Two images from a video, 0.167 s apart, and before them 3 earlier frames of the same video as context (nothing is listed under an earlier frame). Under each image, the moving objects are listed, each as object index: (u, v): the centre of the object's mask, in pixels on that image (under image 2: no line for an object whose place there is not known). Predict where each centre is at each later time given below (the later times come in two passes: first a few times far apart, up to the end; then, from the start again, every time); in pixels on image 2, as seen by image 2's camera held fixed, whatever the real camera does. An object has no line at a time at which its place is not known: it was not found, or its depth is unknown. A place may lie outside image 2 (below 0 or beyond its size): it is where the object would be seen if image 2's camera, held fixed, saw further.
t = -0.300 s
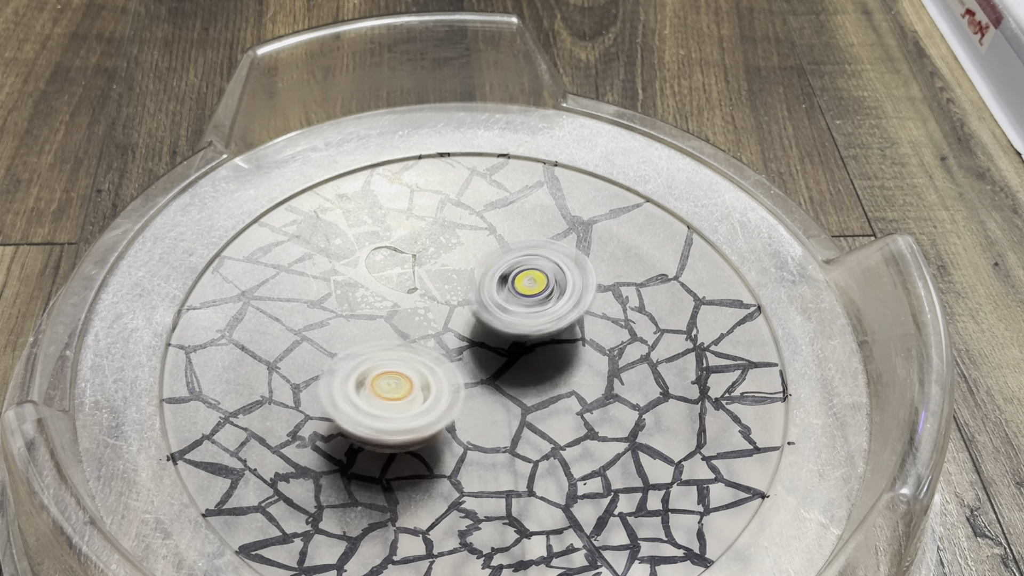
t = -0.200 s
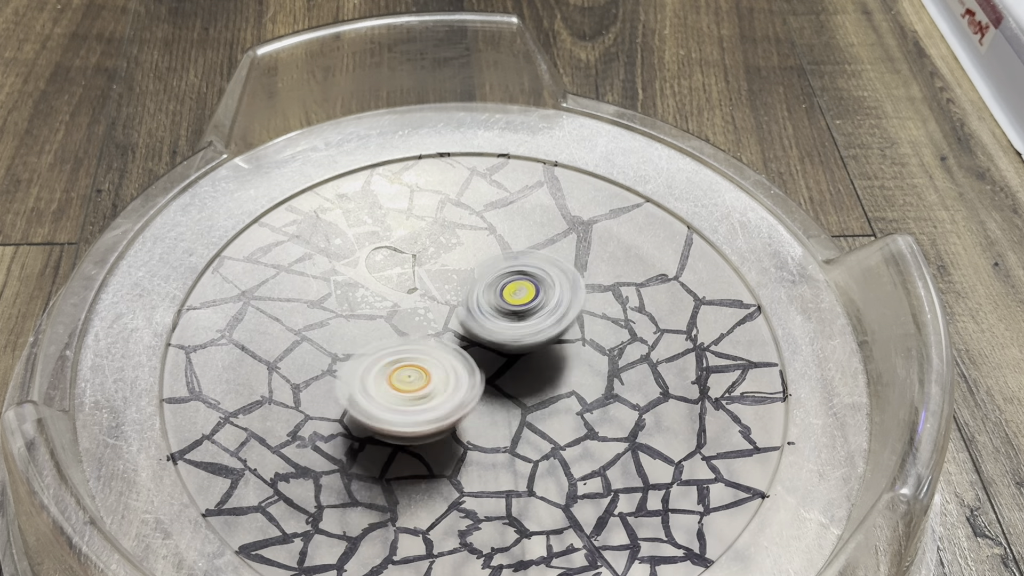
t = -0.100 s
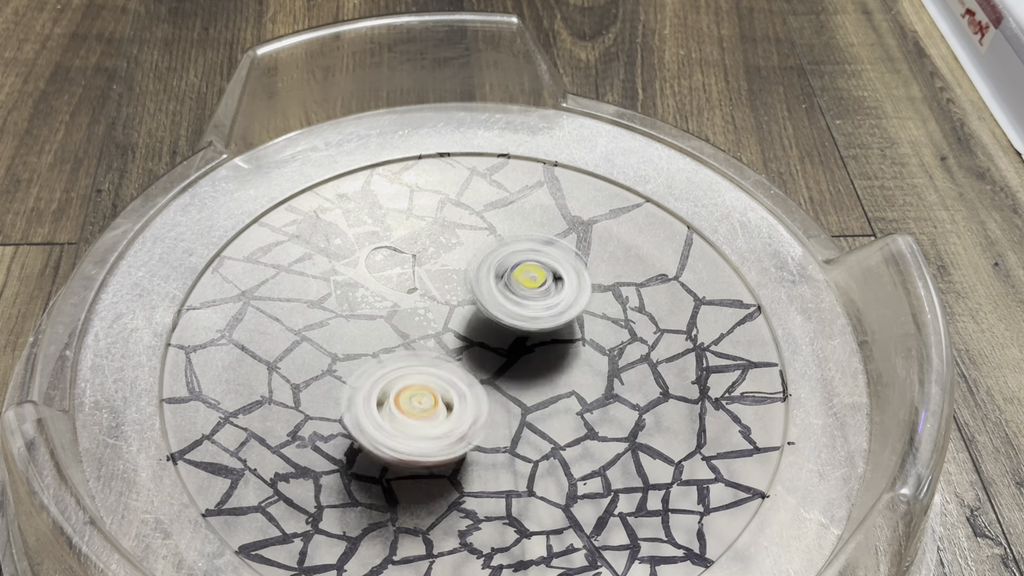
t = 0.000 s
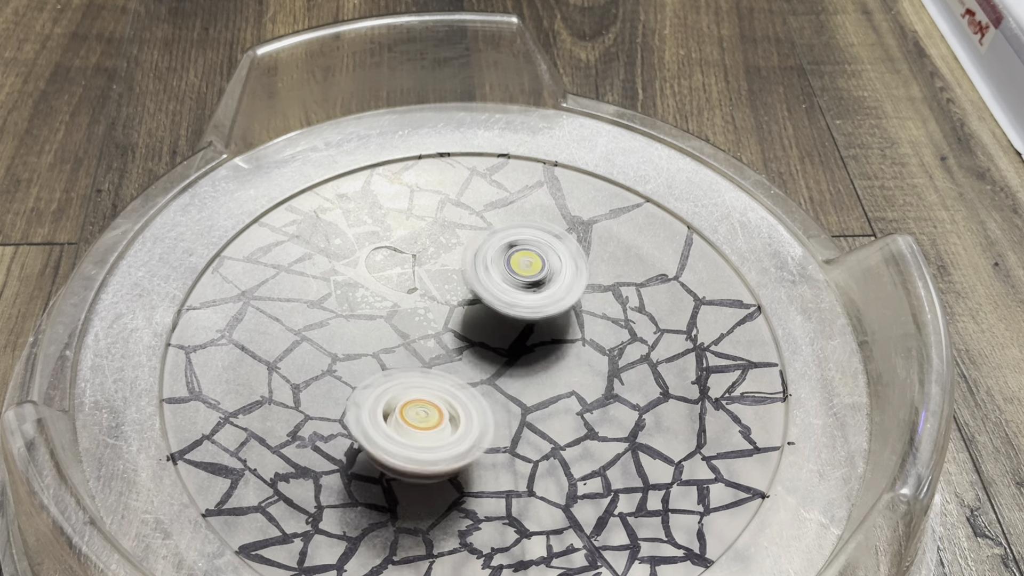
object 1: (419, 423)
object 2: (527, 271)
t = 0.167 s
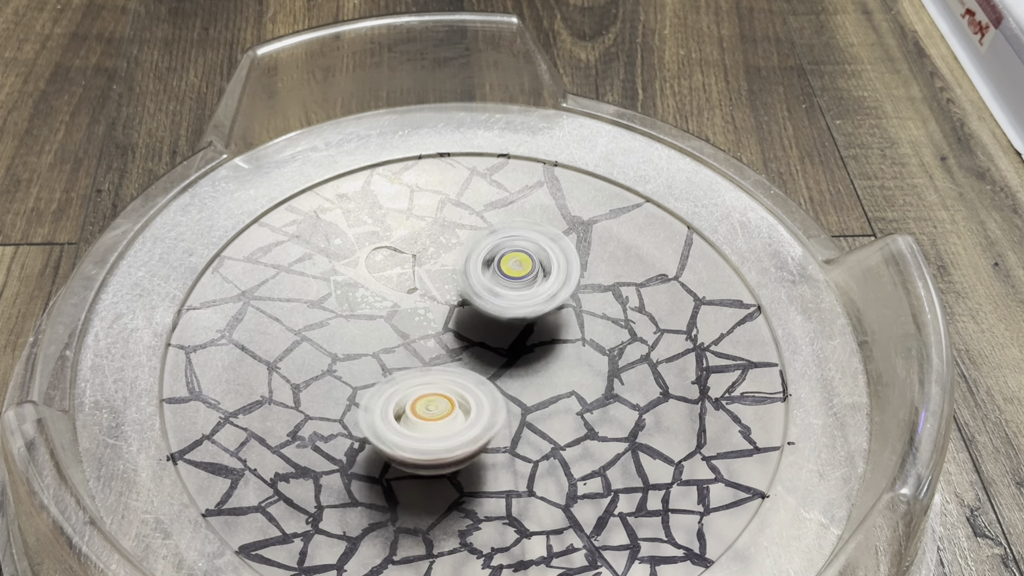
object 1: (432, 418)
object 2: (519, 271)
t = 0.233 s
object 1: (441, 412)
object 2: (514, 274)
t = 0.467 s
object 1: (449, 398)
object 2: (507, 284)
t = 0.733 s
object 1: (421, 402)
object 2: (515, 278)
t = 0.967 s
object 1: (402, 417)
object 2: (512, 278)
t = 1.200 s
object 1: (424, 413)
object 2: (492, 319)
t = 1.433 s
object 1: (437, 430)
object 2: (489, 307)
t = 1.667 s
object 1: (449, 410)
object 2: (486, 299)
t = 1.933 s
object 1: (436, 401)
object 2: (480, 289)
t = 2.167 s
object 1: (444, 414)
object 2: (478, 272)
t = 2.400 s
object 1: (446, 407)
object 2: (472, 300)
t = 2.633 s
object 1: (451, 431)
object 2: (480, 278)
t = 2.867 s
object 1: (428, 420)
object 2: (469, 288)
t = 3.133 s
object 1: (411, 433)
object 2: (506, 310)
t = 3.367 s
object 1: (405, 404)
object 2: (515, 334)
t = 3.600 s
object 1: (396, 390)
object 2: (503, 339)
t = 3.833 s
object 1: (395, 359)
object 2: (525, 342)
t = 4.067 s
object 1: (419, 374)
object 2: (541, 356)
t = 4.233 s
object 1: (421, 374)
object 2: (536, 379)
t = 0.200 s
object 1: (436, 416)
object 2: (517, 273)
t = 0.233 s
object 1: (441, 412)
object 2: (514, 274)
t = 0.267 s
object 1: (444, 408)
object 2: (513, 277)
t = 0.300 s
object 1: (448, 402)
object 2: (509, 279)
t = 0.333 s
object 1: (450, 398)
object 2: (506, 284)
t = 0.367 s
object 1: (453, 392)
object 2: (502, 289)
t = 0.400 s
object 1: (449, 397)
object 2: (508, 284)
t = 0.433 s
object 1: (447, 400)
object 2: (509, 283)
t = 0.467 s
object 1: (449, 398)
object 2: (507, 284)
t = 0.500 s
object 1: (445, 393)
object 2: (504, 285)
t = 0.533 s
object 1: (443, 391)
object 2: (503, 286)
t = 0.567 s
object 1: (440, 386)
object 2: (500, 288)
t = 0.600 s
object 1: (438, 385)
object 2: (499, 289)
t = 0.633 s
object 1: (439, 386)
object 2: (500, 288)
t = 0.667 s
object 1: (439, 385)
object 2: (500, 289)
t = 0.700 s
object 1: (427, 394)
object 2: (511, 286)
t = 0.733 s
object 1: (421, 402)
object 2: (515, 278)
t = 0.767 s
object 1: (417, 402)
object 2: (518, 277)
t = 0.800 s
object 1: (410, 405)
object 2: (518, 276)
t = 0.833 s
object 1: (407, 408)
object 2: (517, 279)
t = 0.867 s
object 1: (404, 411)
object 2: (513, 280)
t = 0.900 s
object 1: (402, 413)
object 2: (512, 277)
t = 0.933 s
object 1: (400, 415)
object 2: (513, 278)
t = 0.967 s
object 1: (402, 417)
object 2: (512, 278)
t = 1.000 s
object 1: (402, 419)
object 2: (511, 281)
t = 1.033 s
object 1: (406, 419)
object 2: (510, 287)
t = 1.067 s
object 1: (408, 420)
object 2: (508, 293)
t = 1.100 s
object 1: (413, 419)
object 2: (505, 299)
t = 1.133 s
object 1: (415, 418)
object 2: (502, 306)
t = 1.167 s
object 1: (422, 416)
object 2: (497, 313)
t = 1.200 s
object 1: (424, 413)
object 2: (492, 319)
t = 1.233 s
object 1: (426, 426)
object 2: (497, 313)
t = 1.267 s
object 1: (427, 435)
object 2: (502, 304)
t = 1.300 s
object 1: (432, 437)
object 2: (502, 304)
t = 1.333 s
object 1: (433, 434)
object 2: (500, 308)
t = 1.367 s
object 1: (433, 434)
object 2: (494, 309)
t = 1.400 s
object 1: (437, 432)
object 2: (490, 308)
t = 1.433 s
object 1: (437, 430)
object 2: (489, 307)
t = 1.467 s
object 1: (440, 427)
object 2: (489, 308)
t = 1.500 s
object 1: (443, 422)
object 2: (488, 309)
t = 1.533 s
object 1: (441, 419)
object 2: (487, 311)
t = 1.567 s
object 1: (444, 413)
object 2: (485, 308)
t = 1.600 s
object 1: (442, 412)
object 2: (485, 307)
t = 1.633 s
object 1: (449, 414)
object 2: (486, 300)
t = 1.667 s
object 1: (449, 410)
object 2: (486, 299)
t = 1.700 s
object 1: (447, 408)
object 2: (484, 298)
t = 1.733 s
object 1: (446, 403)
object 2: (484, 298)
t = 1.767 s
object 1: (442, 404)
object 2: (485, 297)
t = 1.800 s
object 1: (446, 404)
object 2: (484, 295)
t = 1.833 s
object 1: (443, 396)
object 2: (483, 295)
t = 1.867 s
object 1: (439, 395)
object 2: (482, 295)
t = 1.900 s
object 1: (439, 393)
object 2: (481, 295)
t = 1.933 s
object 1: (436, 401)
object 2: (480, 289)
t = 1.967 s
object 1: (442, 414)
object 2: (484, 275)
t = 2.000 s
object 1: (449, 414)
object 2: (484, 272)
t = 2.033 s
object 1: (444, 409)
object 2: (484, 271)
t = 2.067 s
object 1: (436, 409)
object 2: (483, 271)
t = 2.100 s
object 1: (436, 411)
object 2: (481, 273)
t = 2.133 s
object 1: (439, 414)
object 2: (476, 273)
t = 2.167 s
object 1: (444, 414)
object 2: (478, 272)
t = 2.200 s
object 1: (447, 413)
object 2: (479, 274)
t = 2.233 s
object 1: (444, 410)
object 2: (478, 278)
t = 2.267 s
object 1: (440, 411)
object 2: (475, 282)
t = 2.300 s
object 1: (440, 411)
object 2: (476, 287)
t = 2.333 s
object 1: (443, 407)
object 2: (474, 292)
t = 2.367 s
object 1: (442, 404)
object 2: (474, 300)
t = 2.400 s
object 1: (446, 407)
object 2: (472, 300)
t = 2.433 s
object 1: (450, 404)
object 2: (472, 301)
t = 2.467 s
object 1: (448, 420)
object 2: (479, 292)
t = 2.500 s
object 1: (448, 429)
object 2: (480, 278)
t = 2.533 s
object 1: (449, 433)
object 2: (481, 272)
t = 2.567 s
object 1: (449, 433)
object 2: (481, 270)
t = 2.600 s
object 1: (450, 432)
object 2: (481, 271)
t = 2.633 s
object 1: (451, 431)
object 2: (480, 278)
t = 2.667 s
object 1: (450, 428)
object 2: (475, 281)
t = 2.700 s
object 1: (441, 422)
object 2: (471, 279)
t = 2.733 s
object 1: (432, 422)
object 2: (469, 277)
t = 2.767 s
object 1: (431, 424)
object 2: (470, 277)
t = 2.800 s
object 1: (433, 424)
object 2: (472, 278)
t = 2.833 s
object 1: (432, 422)
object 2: (470, 282)
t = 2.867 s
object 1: (428, 420)
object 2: (469, 288)
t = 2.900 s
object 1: (422, 421)
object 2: (469, 295)
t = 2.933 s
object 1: (418, 421)
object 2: (465, 303)
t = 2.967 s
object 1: (420, 415)
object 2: (464, 311)
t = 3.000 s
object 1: (416, 418)
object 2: (466, 315)
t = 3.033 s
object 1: (402, 436)
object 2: (484, 303)
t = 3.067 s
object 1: (402, 443)
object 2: (496, 301)
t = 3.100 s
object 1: (406, 438)
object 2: (505, 302)
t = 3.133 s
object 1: (411, 433)
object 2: (506, 310)
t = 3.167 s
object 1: (411, 426)
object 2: (501, 311)
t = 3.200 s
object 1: (411, 423)
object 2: (503, 307)
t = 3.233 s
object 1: (407, 417)
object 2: (516, 305)
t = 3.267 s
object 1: (405, 411)
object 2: (526, 313)
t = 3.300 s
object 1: (406, 408)
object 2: (525, 325)
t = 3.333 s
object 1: (405, 407)
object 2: (519, 331)
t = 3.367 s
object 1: (405, 404)
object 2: (515, 334)
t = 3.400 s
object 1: (403, 400)
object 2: (522, 337)
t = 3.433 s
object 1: (403, 398)
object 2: (521, 338)
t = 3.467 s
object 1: (405, 397)
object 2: (519, 338)
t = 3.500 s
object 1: (401, 397)
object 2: (515, 340)
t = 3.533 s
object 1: (397, 396)
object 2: (510, 338)
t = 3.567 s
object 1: (395, 395)
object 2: (505, 339)
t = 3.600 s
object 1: (396, 390)
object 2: (503, 339)
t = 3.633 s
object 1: (397, 388)
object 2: (504, 337)
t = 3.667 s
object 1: (394, 385)
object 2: (503, 339)
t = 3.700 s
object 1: (391, 382)
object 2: (503, 342)
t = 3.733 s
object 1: (391, 376)
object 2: (511, 345)
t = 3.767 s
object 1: (393, 371)
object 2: (514, 345)
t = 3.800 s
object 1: (394, 363)
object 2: (519, 344)
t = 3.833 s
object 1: (395, 359)
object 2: (525, 342)
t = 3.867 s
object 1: (398, 357)
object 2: (528, 342)
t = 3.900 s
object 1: (397, 358)
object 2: (530, 343)
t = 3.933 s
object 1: (398, 361)
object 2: (533, 343)
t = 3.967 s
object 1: (401, 366)
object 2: (534, 345)
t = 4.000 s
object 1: (406, 370)
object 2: (537, 347)
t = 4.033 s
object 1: (413, 373)
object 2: (539, 350)
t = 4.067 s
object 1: (419, 374)
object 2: (541, 356)
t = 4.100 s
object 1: (420, 374)
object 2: (539, 359)
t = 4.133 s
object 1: (420, 374)
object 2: (537, 363)
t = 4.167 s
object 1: (420, 374)
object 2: (535, 369)
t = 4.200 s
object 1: (420, 374)
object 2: (536, 374)
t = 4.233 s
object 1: (421, 374)
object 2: (536, 379)
